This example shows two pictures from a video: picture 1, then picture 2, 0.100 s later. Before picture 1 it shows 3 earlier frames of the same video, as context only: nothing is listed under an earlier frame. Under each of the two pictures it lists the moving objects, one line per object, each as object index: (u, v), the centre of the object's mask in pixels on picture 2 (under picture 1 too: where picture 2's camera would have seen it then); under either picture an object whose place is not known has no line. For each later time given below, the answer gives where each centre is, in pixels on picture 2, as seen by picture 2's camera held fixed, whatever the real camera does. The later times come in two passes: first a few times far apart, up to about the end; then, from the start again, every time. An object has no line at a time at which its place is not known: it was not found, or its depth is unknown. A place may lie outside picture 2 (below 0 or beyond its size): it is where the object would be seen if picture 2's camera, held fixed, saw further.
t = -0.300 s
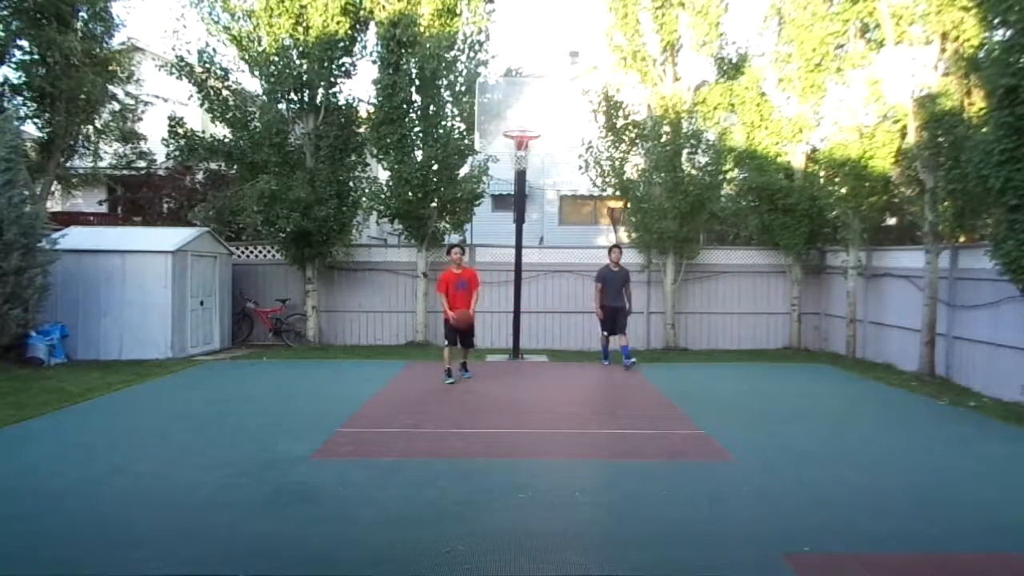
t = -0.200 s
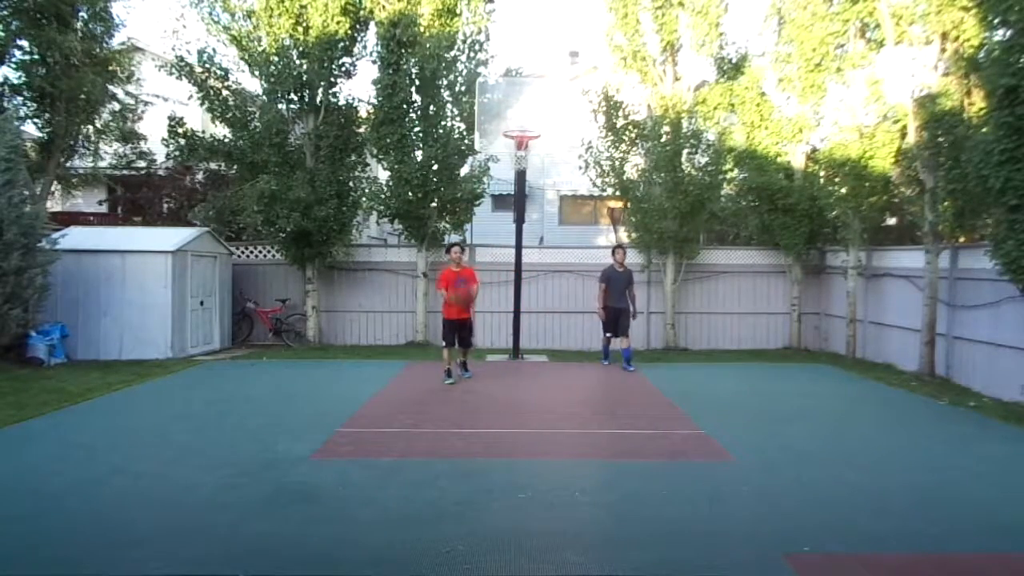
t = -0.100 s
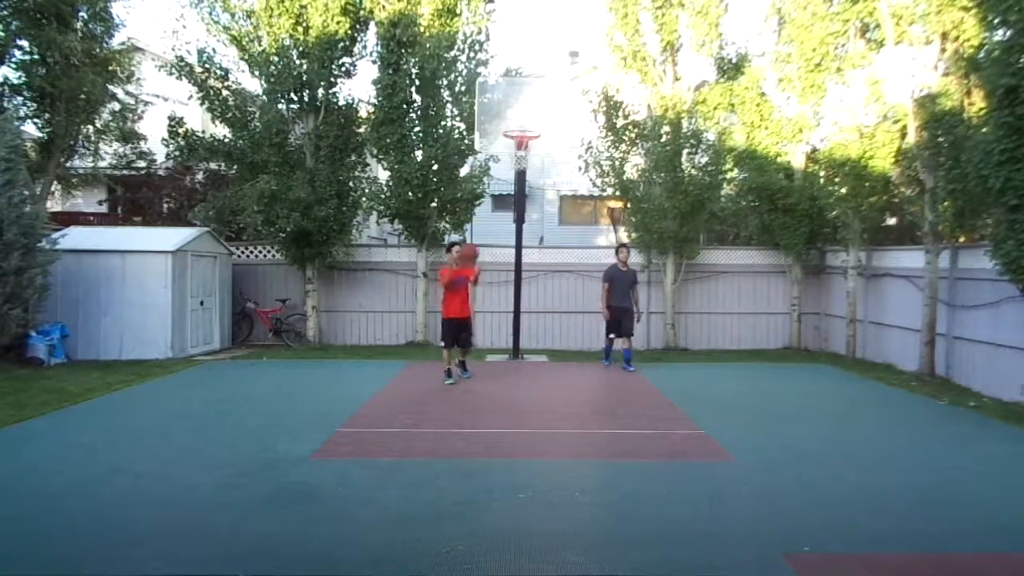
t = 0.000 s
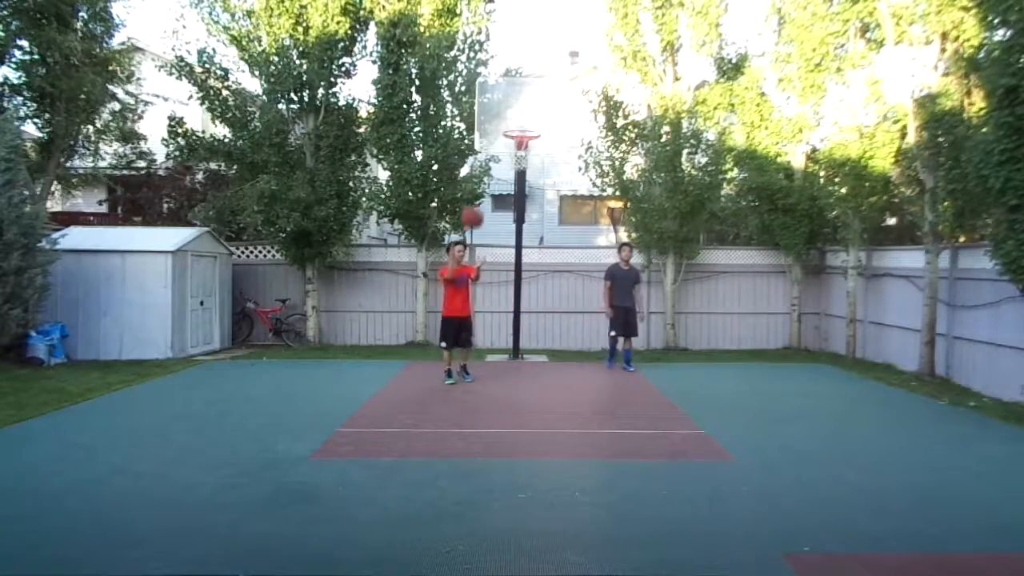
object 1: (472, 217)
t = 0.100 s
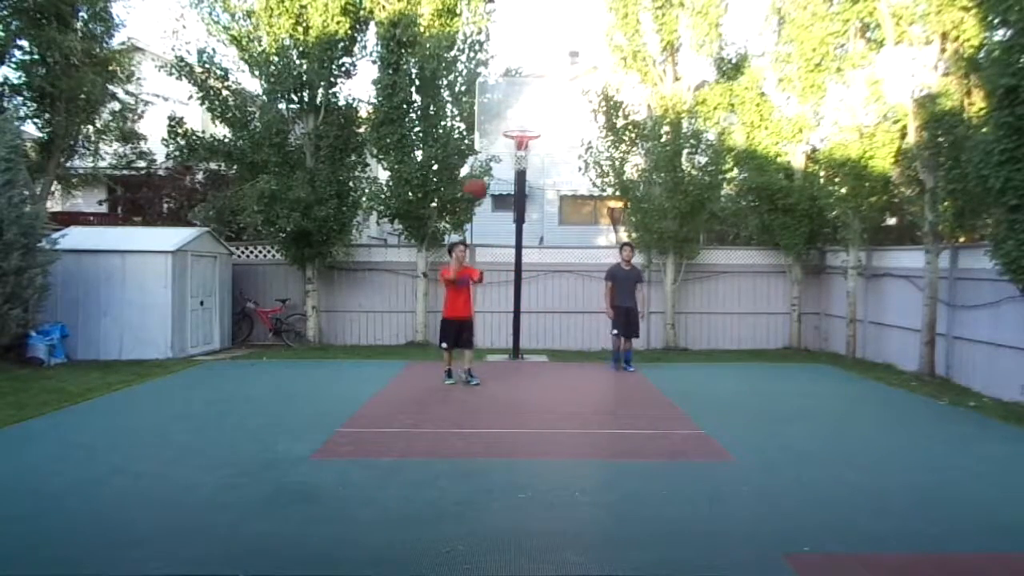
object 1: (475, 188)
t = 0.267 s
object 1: (485, 159)
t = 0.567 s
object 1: (500, 172)
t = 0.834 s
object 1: (518, 284)
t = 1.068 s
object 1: (534, 416)
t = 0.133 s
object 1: (478, 179)
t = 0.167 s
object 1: (480, 173)
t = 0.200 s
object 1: (481, 167)
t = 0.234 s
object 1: (483, 163)
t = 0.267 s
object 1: (485, 159)
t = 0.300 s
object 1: (486, 154)
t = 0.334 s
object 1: (487, 153)
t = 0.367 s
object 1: (489, 152)
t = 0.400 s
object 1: (491, 152)
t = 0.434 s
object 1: (493, 154)
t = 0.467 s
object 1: (495, 157)
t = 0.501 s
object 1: (497, 161)
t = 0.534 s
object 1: (498, 166)
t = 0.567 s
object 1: (500, 172)
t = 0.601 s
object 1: (501, 181)
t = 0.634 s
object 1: (505, 192)
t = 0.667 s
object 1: (506, 202)
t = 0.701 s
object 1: (509, 214)
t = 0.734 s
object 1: (511, 229)
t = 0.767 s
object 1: (513, 244)
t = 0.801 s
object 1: (515, 264)
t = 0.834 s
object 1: (518, 284)
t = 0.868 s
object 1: (520, 307)
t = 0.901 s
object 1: (523, 331)
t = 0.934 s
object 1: (526, 356)
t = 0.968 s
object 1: (527, 383)
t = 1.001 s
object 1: (530, 412)
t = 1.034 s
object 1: (532, 438)
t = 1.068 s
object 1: (534, 416)
